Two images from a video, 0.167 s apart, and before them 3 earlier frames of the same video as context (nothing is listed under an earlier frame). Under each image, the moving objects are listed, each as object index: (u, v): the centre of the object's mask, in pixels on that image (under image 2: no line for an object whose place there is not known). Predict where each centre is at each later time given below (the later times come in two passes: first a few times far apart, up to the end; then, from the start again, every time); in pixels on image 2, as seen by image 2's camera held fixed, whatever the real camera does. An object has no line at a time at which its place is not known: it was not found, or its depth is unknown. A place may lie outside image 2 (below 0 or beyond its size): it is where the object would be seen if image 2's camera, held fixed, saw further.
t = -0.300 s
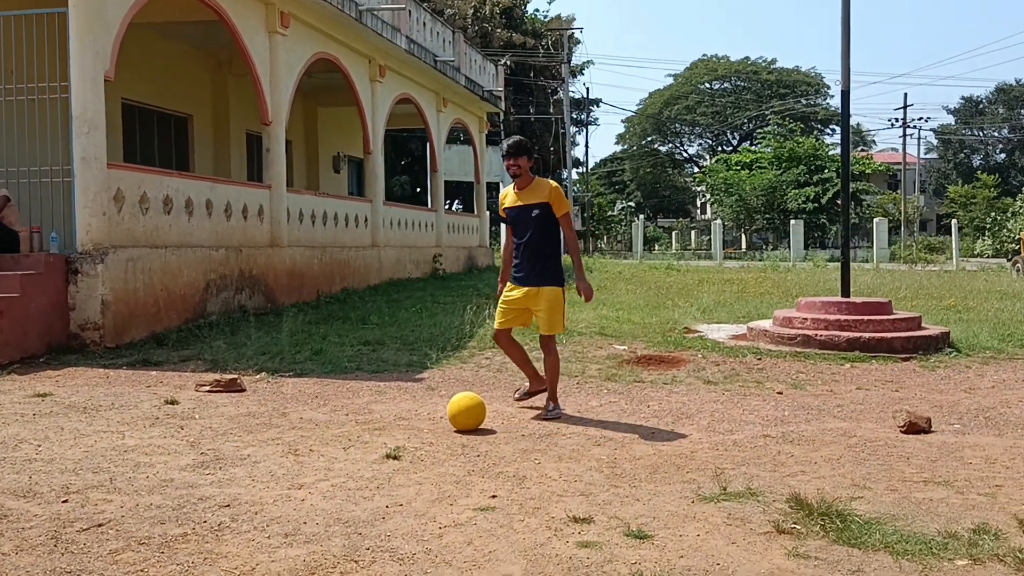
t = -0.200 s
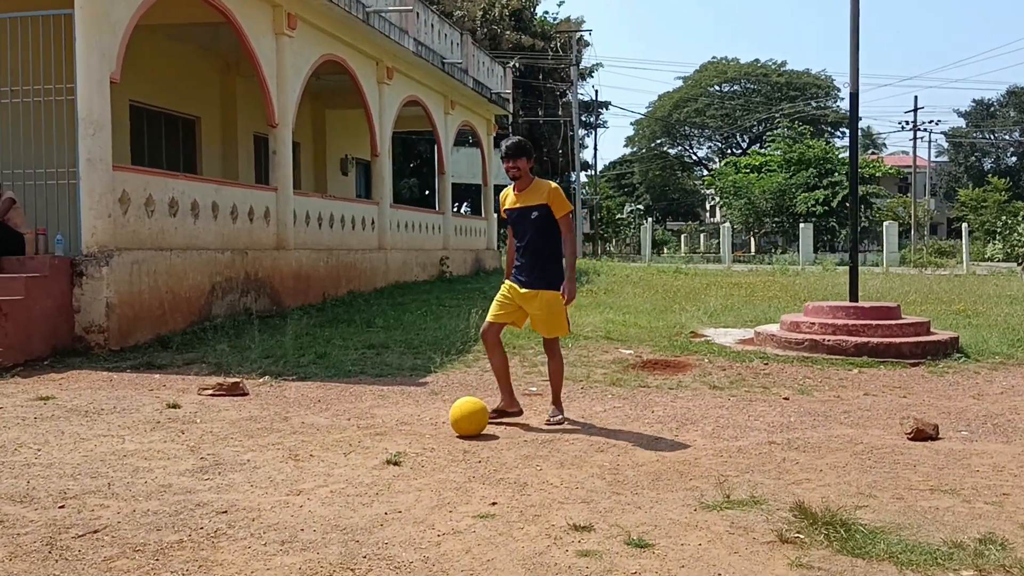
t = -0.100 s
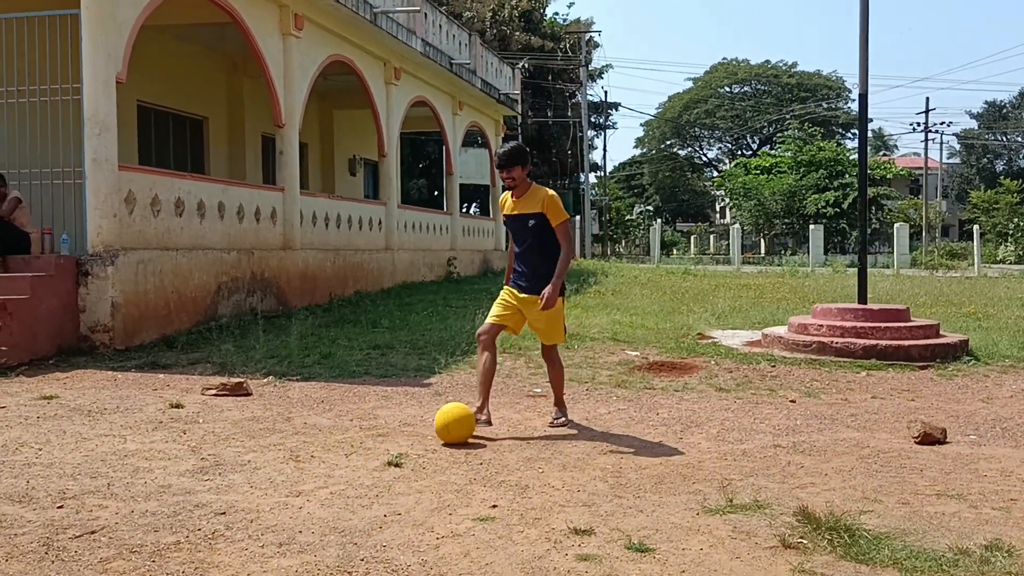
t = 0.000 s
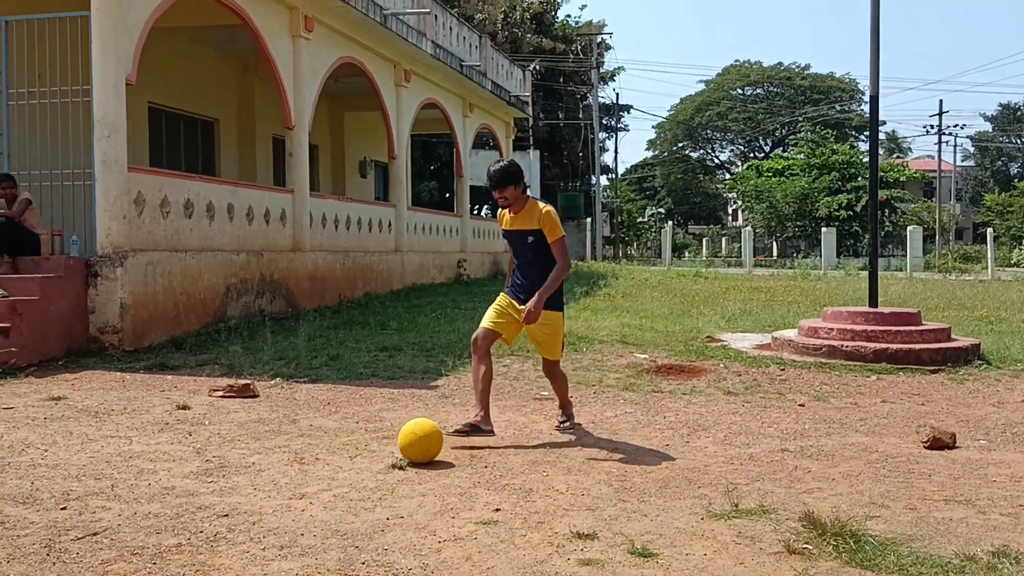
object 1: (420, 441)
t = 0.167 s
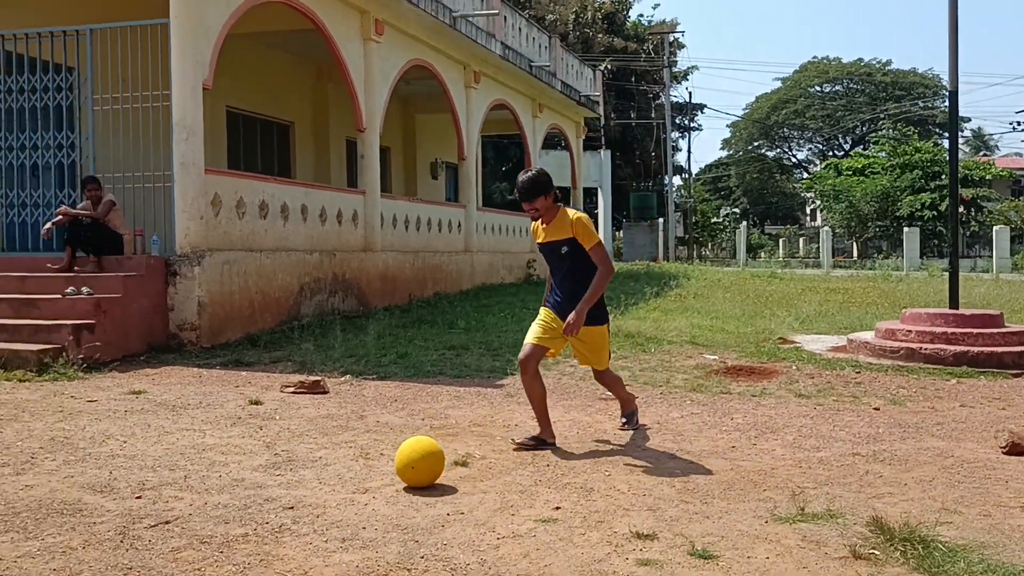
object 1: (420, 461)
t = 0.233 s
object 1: (395, 472)
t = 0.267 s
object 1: (383, 476)
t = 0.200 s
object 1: (407, 467)
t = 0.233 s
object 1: (395, 472)
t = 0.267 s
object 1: (383, 476)
